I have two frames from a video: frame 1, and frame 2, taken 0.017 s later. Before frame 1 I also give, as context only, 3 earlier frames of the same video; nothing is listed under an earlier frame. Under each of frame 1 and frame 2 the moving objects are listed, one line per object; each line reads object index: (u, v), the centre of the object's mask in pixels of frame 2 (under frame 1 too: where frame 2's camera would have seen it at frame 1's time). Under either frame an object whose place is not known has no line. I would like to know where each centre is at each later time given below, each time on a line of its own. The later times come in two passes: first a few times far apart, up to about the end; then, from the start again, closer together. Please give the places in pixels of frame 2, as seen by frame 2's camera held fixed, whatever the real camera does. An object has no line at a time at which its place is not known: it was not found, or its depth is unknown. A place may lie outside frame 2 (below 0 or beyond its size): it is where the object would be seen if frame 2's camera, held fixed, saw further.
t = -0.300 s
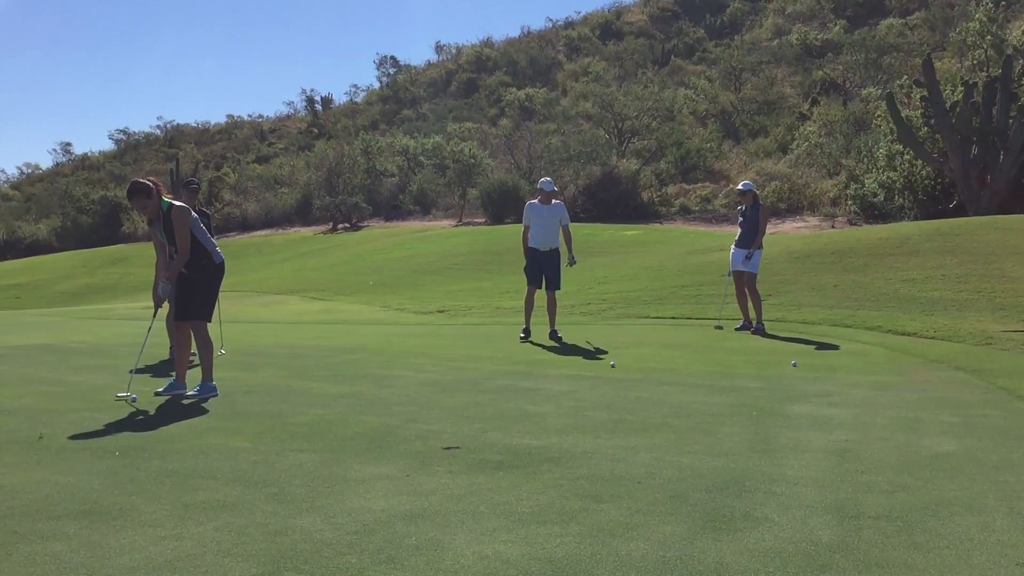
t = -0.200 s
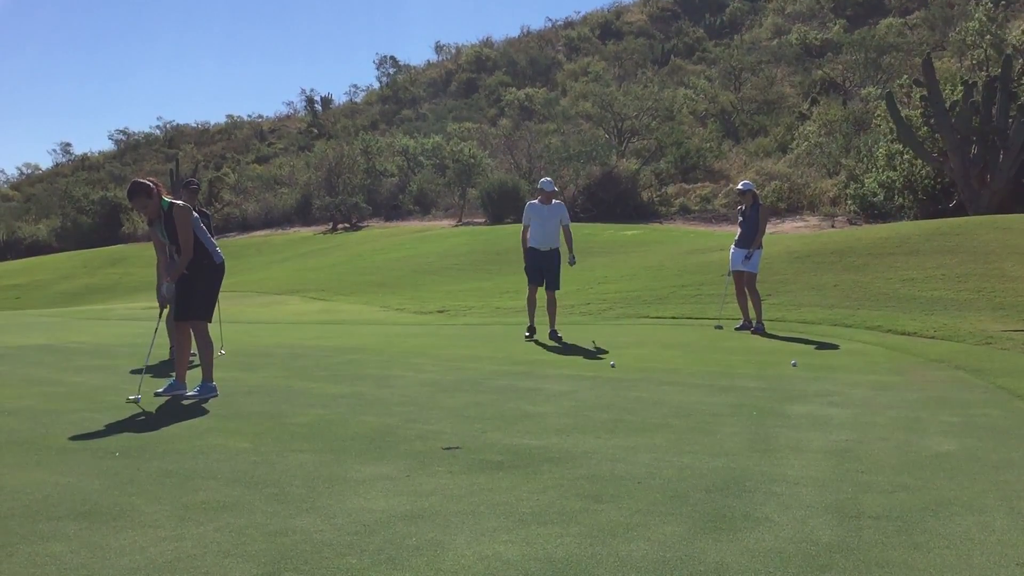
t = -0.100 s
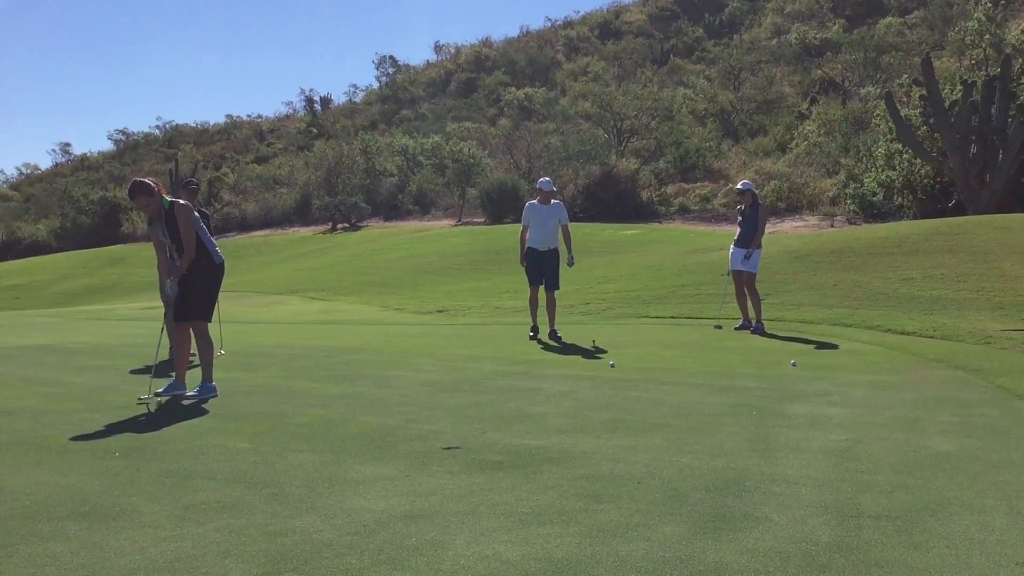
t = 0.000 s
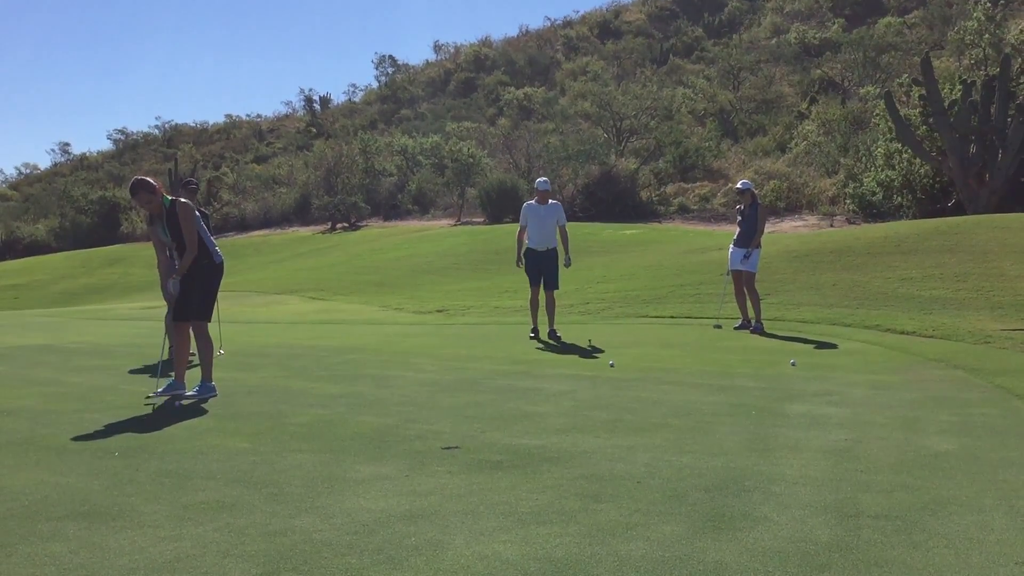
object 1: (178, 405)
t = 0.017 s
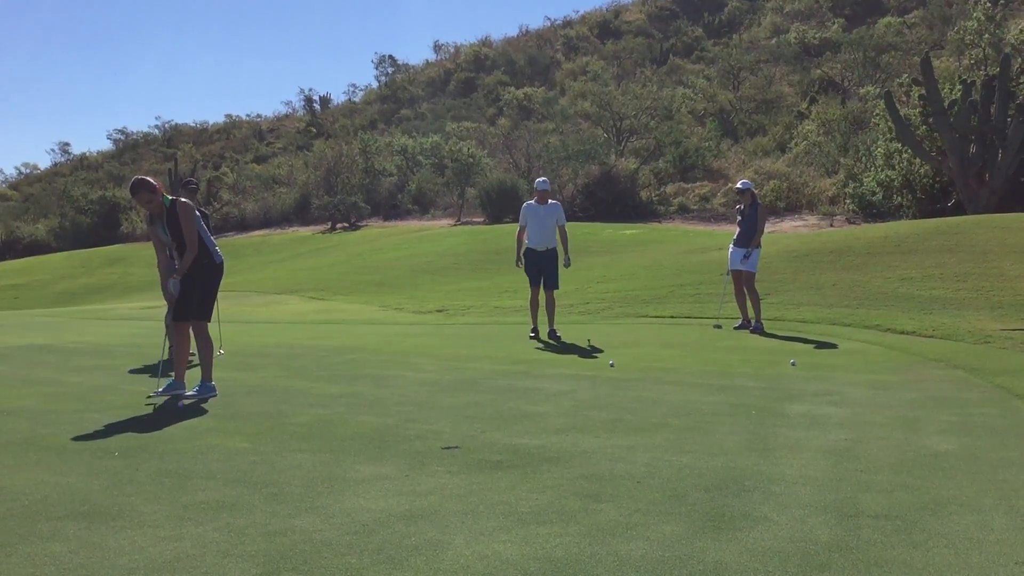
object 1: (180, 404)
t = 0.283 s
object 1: (228, 411)
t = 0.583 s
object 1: (280, 419)
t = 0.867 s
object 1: (327, 426)
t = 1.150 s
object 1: (372, 432)
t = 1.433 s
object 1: (412, 437)
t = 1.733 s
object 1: (448, 442)
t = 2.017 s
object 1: (463, 445)
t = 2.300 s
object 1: (466, 448)
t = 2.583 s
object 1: (464, 449)
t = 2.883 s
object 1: (464, 449)
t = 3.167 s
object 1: (464, 449)
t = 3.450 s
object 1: (464, 450)
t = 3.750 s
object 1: (465, 449)
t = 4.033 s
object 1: (465, 449)
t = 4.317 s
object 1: (464, 449)
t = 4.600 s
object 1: (465, 449)
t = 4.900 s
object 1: (464, 449)
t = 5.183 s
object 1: (464, 449)
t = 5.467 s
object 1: (464, 449)
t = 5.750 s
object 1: (464, 450)
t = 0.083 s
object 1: (194, 406)
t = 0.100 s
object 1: (196, 406)
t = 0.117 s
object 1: (198, 407)
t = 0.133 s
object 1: (202, 408)
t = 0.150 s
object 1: (204, 408)
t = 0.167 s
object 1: (206, 407)
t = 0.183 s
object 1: (209, 408)
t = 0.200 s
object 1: (213, 409)
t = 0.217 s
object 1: (216, 410)
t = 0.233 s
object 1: (219, 410)
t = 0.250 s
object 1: (222, 410)
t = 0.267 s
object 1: (225, 411)
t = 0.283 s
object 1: (228, 411)
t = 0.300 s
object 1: (230, 412)
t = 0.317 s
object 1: (233, 412)
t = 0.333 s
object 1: (236, 413)
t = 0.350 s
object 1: (239, 413)
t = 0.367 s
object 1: (242, 413)
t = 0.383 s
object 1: (245, 414)
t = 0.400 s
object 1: (248, 414)
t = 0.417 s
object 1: (251, 415)
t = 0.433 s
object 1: (254, 415)
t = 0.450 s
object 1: (257, 416)
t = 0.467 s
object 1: (260, 416)
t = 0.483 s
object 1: (263, 416)
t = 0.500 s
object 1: (265, 417)
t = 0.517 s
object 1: (268, 417)
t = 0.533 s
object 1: (271, 418)
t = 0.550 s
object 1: (274, 418)
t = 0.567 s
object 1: (277, 419)
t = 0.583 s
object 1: (280, 419)
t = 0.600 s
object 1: (283, 419)
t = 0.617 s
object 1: (285, 420)
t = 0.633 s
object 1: (289, 420)
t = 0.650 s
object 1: (292, 420)
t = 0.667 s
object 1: (294, 421)
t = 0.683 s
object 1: (297, 421)
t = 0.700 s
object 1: (300, 422)
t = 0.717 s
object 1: (303, 422)
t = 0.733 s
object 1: (306, 423)
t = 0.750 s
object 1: (309, 423)
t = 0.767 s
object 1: (311, 423)
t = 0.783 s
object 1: (314, 424)
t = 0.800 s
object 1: (317, 424)
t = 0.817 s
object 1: (319, 425)
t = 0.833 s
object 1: (322, 425)
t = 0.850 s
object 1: (325, 425)
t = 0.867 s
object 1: (327, 426)
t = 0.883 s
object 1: (330, 426)
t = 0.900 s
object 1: (333, 427)
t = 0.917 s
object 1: (335, 427)
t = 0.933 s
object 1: (338, 427)
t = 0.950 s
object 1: (341, 428)
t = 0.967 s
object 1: (343, 428)
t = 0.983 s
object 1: (346, 428)
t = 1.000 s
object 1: (349, 429)
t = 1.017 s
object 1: (351, 429)
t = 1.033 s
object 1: (353, 429)
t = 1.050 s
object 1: (356, 430)
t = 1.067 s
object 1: (358, 430)
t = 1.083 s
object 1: (361, 430)
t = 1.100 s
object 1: (364, 431)
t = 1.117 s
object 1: (367, 431)
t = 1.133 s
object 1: (369, 431)
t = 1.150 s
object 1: (372, 432)
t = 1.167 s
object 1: (374, 432)
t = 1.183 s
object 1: (376, 432)
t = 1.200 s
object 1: (379, 433)
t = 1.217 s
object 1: (382, 433)
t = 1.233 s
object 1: (384, 434)
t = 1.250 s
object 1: (386, 434)
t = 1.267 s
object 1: (389, 434)
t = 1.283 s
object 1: (391, 435)
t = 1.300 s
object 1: (394, 435)
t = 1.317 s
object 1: (396, 435)
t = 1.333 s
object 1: (398, 435)
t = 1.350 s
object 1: (401, 436)
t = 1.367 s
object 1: (403, 436)
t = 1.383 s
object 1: (405, 436)
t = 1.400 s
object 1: (408, 437)
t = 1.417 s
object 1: (410, 437)
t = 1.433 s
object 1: (412, 437)
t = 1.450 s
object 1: (414, 438)
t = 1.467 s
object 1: (416, 438)
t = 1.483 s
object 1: (419, 438)
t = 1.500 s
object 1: (420, 438)
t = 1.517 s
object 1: (423, 439)
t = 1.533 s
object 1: (425, 439)
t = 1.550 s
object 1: (427, 439)
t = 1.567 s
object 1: (429, 439)
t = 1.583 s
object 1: (431, 440)
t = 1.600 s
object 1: (433, 440)
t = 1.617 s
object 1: (435, 440)
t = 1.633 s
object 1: (437, 440)
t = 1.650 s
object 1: (439, 441)
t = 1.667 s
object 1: (441, 441)
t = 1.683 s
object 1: (443, 441)
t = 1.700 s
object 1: (445, 442)
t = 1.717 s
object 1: (447, 442)
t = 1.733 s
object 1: (448, 442)
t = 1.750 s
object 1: (450, 442)
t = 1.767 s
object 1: (452, 443)
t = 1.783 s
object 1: (454, 443)
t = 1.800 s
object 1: (456, 443)
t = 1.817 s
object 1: (457, 443)
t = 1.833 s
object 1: (459, 443)
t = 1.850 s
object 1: (459, 443)
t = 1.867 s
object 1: (460, 444)
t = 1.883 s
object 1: (461, 444)
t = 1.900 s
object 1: (461, 444)
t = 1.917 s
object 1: (462, 444)
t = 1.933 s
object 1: (462, 444)
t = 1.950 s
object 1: (462, 445)
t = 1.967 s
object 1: (462, 445)
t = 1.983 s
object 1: (463, 445)
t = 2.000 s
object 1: (463, 445)
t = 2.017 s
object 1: (463, 445)
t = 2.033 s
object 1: (463, 446)
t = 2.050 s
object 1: (463, 446)
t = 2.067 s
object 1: (464, 446)
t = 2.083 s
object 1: (464, 446)
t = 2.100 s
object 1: (464, 447)
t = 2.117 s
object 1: (464, 447)
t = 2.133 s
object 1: (464, 447)
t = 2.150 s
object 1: (465, 447)
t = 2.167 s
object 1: (465, 447)
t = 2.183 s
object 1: (465, 447)
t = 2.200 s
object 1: (465, 447)
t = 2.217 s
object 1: (465, 448)
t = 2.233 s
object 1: (466, 448)
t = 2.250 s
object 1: (466, 448)
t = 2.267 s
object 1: (466, 448)
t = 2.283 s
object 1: (466, 448)
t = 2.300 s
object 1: (466, 448)
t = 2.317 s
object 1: (465, 448)
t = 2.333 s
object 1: (465, 448)
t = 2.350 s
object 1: (465, 448)
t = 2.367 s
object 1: (465, 449)
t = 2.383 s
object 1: (465, 449)
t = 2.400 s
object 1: (465, 449)
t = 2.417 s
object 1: (465, 449)
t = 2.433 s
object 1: (465, 449)
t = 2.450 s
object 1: (465, 449)
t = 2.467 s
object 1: (465, 449)
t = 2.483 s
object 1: (465, 449)
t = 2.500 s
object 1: (464, 449)
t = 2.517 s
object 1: (464, 449)
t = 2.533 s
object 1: (464, 449)
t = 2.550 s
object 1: (464, 449)
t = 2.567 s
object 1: (464, 449)
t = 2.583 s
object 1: (464, 449)
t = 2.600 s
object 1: (464, 449)
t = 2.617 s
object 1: (464, 449)
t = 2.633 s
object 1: (464, 449)
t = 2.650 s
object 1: (464, 449)
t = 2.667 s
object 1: (464, 449)
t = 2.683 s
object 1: (464, 449)
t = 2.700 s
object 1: (464, 449)
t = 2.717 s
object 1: (464, 449)
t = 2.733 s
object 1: (464, 449)
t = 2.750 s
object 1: (464, 449)
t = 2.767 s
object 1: (464, 449)
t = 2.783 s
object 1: (464, 449)
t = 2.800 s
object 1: (464, 449)
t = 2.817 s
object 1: (464, 449)
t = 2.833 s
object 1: (464, 449)
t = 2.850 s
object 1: (464, 449)
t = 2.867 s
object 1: (464, 449)
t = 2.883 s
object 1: (464, 449)
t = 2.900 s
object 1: (464, 449)
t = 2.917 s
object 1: (464, 449)
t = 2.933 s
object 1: (464, 449)
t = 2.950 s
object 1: (464, 449)
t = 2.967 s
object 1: (464, 449)
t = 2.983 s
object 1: (464, 449)
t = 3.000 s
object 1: (464, 449)
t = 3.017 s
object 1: (464, 449)
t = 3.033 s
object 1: (464, 449)
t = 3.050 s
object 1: (464, 449)
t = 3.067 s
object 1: (464, 449)
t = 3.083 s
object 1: (464, 449)
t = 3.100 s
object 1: (464, 449)
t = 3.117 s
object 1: (464, 449)
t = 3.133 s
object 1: (464, 449)
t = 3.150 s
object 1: (464, 449)
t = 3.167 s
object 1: (464, 449)
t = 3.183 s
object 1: (464, 449)
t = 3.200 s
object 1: (464, 449)
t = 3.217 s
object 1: (464, 449)
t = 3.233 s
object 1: (464, 449)
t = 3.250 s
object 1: (464, 449)
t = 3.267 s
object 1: (464, 449)
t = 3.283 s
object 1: (464, 450)
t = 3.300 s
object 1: (464, 449)
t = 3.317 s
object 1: (464, 449)
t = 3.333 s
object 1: (464, 449)
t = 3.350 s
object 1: (464, 450)
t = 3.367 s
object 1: (464, 450)
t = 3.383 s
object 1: (464, 450)
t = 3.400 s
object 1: (464, 450)
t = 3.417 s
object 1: (464, 450)
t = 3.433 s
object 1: (464, 450)
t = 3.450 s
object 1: (464, 450)
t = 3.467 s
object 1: (464, 450)
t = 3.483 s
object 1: (464, 450)
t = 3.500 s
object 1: (465, 450)
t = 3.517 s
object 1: (465, 450)
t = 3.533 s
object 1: (465, 450)
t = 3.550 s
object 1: (465, 450)
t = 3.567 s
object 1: (465, 450)
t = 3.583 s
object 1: (465, 450)
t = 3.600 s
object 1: (465, 450)
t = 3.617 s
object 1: (465, 450)
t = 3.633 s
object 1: (465, 450)
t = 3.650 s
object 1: (465, 450)
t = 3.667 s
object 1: (465, 450)
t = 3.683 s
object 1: (465, 450)
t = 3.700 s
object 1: (465, 449)
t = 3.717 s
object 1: (465, 449)
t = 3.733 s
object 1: (465, 449)
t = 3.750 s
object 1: (465, 449)
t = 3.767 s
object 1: (464, 449)
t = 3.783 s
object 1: (464, 449)
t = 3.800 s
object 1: (465, 449)
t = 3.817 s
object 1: (464, 449)
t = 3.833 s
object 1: (465, 449)
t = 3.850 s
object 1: (465, 449)
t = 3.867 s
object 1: (464, 449)
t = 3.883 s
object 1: (465, 449)
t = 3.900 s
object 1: (465, 449)
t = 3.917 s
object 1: (465, 449)
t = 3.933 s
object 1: (464, 449)
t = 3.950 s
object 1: (464, 449)
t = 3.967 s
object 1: (465, 449)
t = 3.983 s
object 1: (464, 449)
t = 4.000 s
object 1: (465, 449)
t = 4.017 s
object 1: (465, 449)
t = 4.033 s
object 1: (465, 449)
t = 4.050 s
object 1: (465, 449)
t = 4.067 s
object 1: (465, 449)
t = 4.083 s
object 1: (465, 449)
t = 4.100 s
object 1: (465, 449)
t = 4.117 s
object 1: (465, 449)
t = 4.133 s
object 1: (465, 449)
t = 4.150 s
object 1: (465, 449)
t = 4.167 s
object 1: (465, 449)
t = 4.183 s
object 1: (465, 449)
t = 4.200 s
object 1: (465, 449)
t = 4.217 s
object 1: (465, 449)
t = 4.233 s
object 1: (464, 449)
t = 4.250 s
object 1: (465, 449)
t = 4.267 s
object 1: (465, 449)
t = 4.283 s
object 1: (465, 449)
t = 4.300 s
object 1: (464, 449)
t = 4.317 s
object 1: (464, 449)
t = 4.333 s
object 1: (464, 449)
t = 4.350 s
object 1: (465, 449)
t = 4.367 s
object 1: (465, 449)
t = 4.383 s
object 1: (465, 449)
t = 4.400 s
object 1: (465, 449)
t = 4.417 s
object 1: (465, 449)
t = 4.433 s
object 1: (465, 449)
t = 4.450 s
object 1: (465, 449)
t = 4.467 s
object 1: (465, 449)
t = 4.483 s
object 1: (465, 449)
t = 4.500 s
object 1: (465, 449)
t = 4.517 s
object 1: (465, 449)
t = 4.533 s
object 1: (465, 449)
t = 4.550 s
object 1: (465, 449)
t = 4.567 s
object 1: (465, 449)
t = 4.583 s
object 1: (465, 449)
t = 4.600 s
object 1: (465, 449)
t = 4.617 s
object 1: (465, 449)
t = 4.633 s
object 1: (465, 449)
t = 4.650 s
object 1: (464, 449)
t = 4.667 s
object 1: (464, 449)
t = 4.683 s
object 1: (464, 449)
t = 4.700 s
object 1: (464, 449)
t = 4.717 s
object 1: (465, 449)
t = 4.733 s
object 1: (464, 449)
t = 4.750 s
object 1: (464, 449)
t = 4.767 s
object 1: (464, 449)
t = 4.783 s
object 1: (464, 449)
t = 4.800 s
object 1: (464, 449)
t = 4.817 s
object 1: (464, 449)
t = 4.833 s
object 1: (464, 449)
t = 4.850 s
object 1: (464, 449)
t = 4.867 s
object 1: (464, 449)
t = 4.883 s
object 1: (464, 449)
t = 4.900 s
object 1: (464, 449)
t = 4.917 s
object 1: (464, 449)
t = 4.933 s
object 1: (464, 449)
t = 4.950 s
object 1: (464, 450)
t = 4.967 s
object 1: (464, 449)
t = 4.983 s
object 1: (464, 449)
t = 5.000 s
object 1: (464, 449)
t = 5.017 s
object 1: (464, 449)
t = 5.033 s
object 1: (464, 449)
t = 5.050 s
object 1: (464, 449)
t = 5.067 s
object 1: (464, 449)
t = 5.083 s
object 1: (464, 449)
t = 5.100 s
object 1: (464, 449)
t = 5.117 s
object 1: (464, 449)
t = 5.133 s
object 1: (464, 449)
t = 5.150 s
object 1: (464, 449)
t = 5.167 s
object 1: (465, 449)
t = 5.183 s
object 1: (464, 449)
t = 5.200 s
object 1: (464, 449)
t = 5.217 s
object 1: (464, 449)
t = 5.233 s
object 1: (464, 449)
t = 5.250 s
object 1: (464, 449)
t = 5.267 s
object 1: (464, 449)
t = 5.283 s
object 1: (464, 449)
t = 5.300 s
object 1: (464, 449)
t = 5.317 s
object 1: (464, 449)
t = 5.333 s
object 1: (464, 449)
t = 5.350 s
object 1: (464, 449)
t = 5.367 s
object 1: (464, 449)
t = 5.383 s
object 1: (464, 449)
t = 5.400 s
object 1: (464, 449)
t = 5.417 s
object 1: (464, 449)
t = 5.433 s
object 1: (464, 449)
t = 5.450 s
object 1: (464, 449)
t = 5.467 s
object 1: (464, 449)
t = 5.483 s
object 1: (464, 449)
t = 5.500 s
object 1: (464, 449)
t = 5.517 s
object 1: (464, 449)
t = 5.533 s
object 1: (464, 449)
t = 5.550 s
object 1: (464, 449)
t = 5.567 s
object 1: (464, 450)
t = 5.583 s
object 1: (464, 450)
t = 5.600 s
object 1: (464, 450)
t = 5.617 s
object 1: (464, 450)
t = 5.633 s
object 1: (464, 450)
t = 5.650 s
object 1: (464, 450)
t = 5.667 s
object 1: (464, 450)
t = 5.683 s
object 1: (464, 450)
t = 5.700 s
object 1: (464, 450)
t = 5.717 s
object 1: (464, 450)
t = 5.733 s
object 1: (464, 450)
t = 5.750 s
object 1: (464, 450)
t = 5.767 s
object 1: (464, 450)
